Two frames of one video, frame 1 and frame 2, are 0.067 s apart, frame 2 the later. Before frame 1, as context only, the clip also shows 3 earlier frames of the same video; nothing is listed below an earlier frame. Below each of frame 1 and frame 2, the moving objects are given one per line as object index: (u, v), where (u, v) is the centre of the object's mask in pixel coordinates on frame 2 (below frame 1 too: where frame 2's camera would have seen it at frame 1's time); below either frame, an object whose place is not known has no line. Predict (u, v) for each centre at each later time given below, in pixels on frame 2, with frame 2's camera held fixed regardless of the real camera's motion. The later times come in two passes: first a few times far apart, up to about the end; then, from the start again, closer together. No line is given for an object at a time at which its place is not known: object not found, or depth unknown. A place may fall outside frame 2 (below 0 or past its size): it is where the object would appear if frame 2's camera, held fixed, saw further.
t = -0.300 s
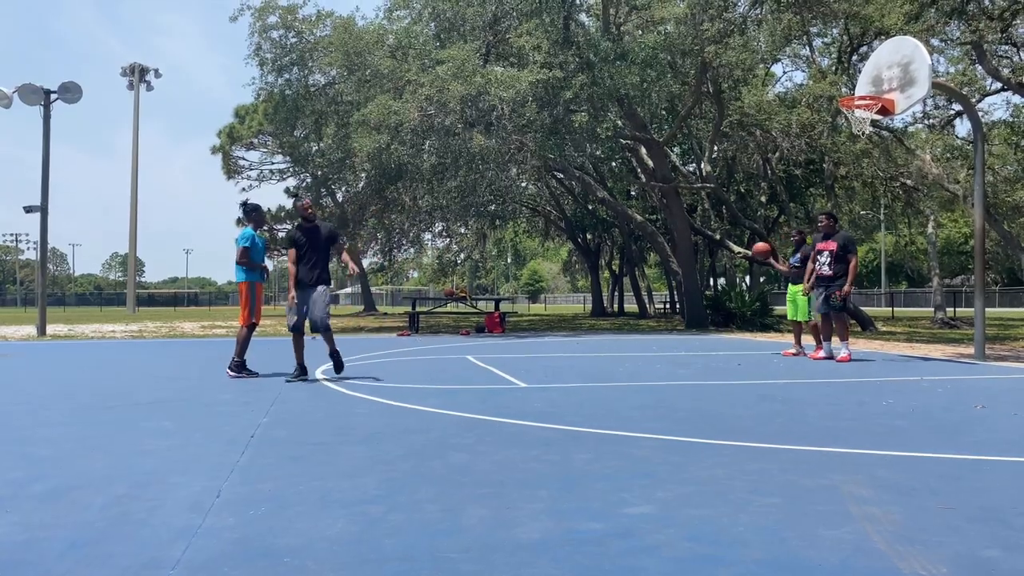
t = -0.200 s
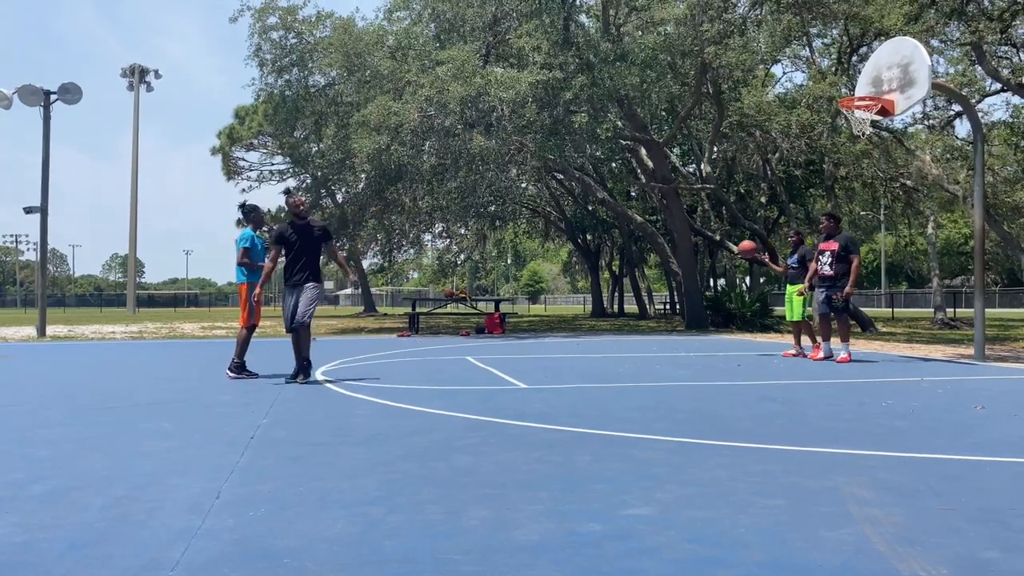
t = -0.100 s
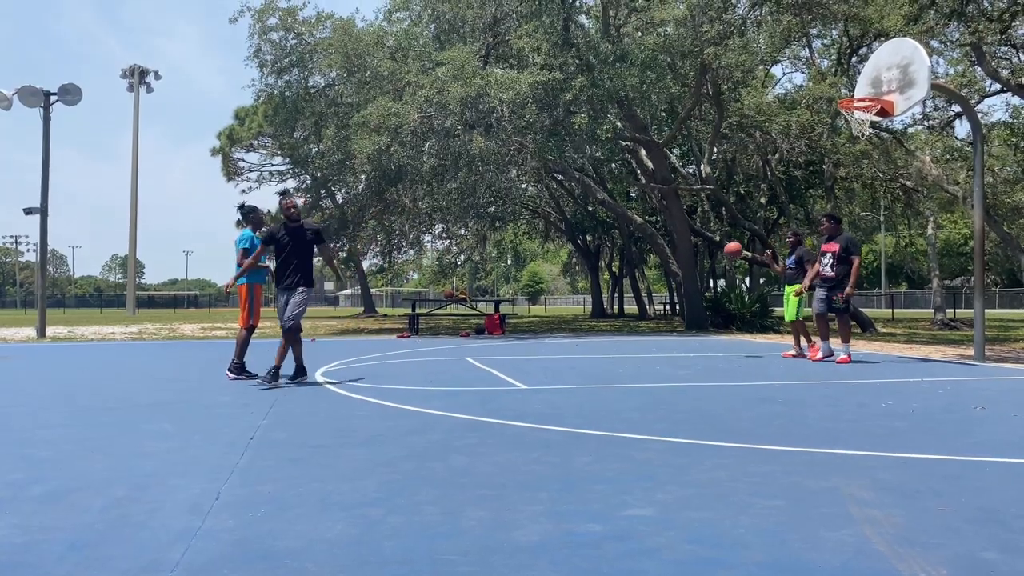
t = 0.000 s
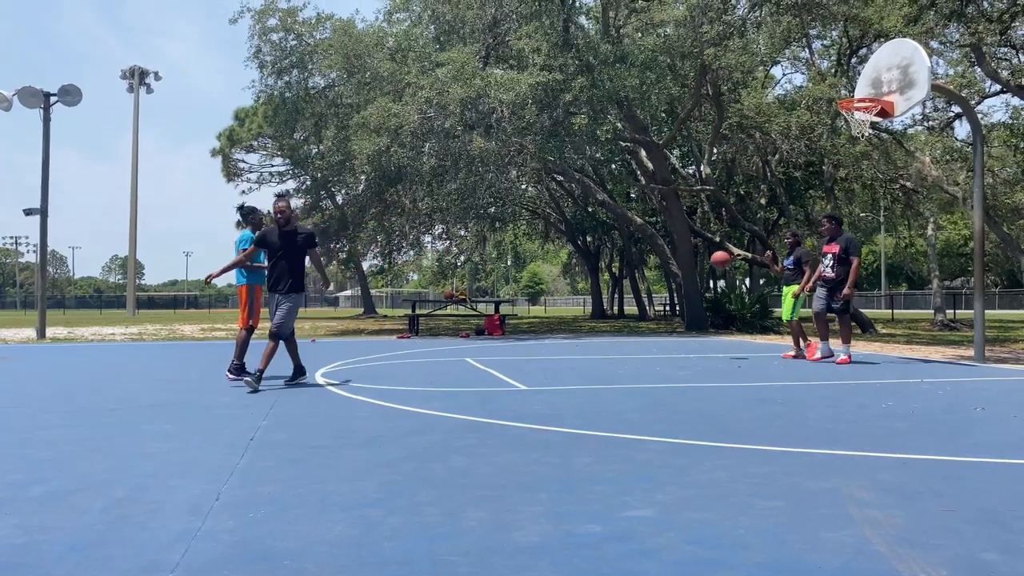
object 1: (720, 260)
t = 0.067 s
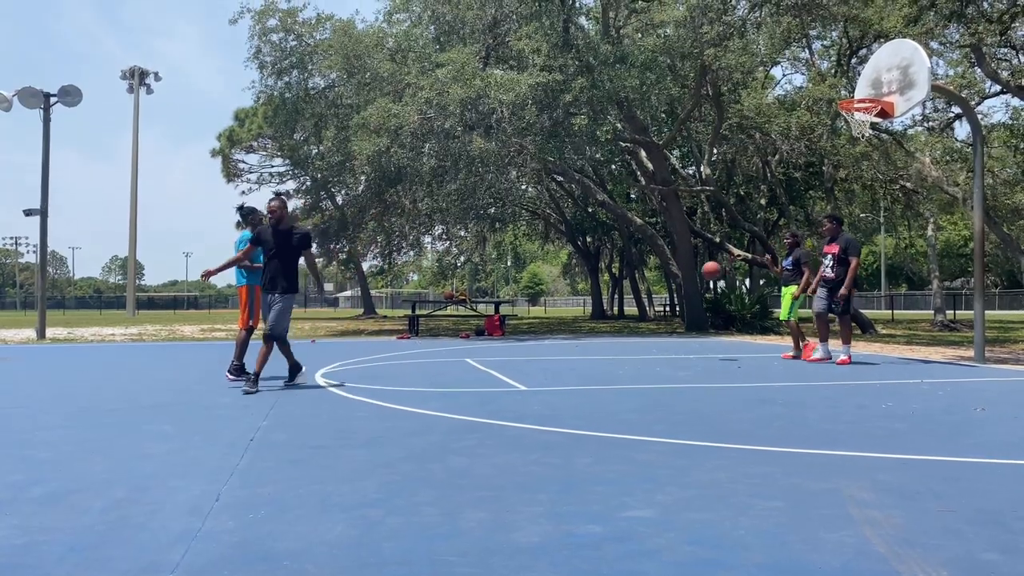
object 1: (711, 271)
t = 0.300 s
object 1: (678, 334)
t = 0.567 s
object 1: (648, 296)
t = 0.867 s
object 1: (616, 274)
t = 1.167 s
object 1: (583, 323)
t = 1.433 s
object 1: (555, 317)
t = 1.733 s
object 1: (522, 301)
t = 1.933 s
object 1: (500, 334)
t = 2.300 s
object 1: (460, 318)
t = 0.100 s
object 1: (707, 276)
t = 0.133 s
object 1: (701, 284)
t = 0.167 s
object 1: (697, 292)
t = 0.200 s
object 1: (693, 302)
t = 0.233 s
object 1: (688, 312)
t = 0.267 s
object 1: (684, 322)
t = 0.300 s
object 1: (678, 334)
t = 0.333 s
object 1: (674, 348)
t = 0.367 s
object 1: (670, 350)
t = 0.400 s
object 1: (666, 339)
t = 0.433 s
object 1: (663, 328)
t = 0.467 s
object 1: (658, 319)
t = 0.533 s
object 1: (651, 303)
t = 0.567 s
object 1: (648, 296)
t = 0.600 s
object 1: (644, 290)
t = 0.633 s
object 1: (640, 285)
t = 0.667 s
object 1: (636, 281)
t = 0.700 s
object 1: (633, 278)
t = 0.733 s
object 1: (629, 275)
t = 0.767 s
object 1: (626, 274)
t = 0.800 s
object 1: (623, 274)
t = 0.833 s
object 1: (620, 274)
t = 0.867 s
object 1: (616, 274)
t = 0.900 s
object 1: (612, 276)
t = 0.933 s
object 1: (609, 279)
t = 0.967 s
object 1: (605, 283)
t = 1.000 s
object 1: (601, 287)
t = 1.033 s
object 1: (598, 292)
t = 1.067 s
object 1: (594, 299)
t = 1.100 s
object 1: (591, 306)
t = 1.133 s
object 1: (587, 314)
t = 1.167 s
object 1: (583, 323)
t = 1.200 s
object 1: (580, 333)
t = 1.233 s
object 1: (576, 345)
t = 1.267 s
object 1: (573, 357)
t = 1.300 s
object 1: (569, 348)
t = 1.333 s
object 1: (566, 339)
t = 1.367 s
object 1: (562, 330)
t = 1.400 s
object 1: (558, 323)
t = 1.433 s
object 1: (555, 317)
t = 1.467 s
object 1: (552, 311)
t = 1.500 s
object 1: (548, 307)
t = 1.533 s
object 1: (544, 303)
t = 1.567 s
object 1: (541, 300)
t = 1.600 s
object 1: (537, 298)
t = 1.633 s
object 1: (534, 297)
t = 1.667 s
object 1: (530, 298)
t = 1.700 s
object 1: (527, 299)
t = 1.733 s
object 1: (522, 301)
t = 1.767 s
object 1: (519, 304)
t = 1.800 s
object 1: (516, 308)
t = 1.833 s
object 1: (511, 313)
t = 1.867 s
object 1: (508, 319)
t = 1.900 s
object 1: (503, 324)
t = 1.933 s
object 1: (500, 334)
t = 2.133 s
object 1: (478, 336)
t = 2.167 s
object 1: (474, 330)
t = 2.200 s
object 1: (470, 325)
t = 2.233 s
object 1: (466, 324)
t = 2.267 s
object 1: (463, 319)
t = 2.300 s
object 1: (460, 318)
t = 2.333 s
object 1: (456, 316)
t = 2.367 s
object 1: (452, 316)
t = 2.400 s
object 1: (448, 318)
